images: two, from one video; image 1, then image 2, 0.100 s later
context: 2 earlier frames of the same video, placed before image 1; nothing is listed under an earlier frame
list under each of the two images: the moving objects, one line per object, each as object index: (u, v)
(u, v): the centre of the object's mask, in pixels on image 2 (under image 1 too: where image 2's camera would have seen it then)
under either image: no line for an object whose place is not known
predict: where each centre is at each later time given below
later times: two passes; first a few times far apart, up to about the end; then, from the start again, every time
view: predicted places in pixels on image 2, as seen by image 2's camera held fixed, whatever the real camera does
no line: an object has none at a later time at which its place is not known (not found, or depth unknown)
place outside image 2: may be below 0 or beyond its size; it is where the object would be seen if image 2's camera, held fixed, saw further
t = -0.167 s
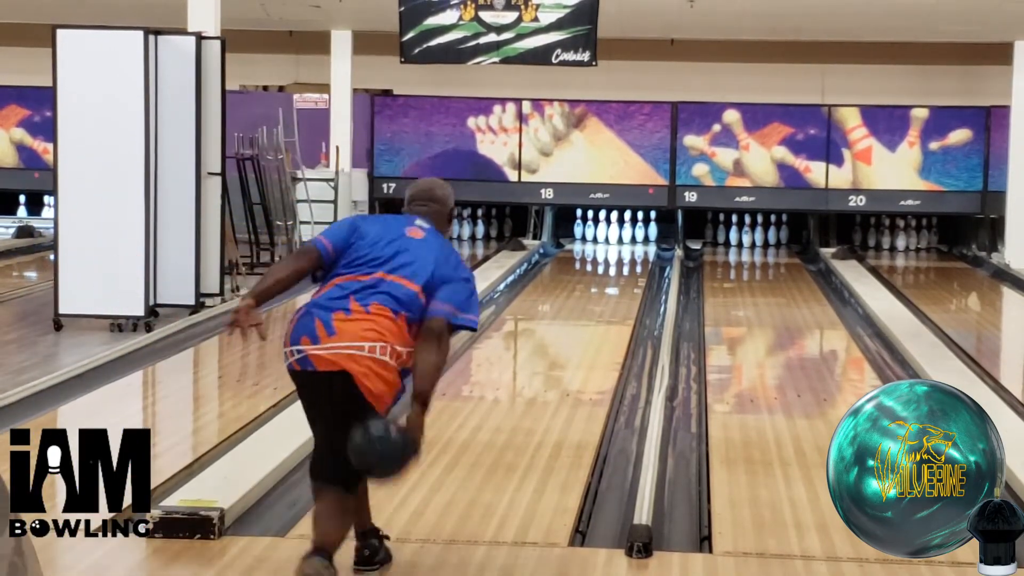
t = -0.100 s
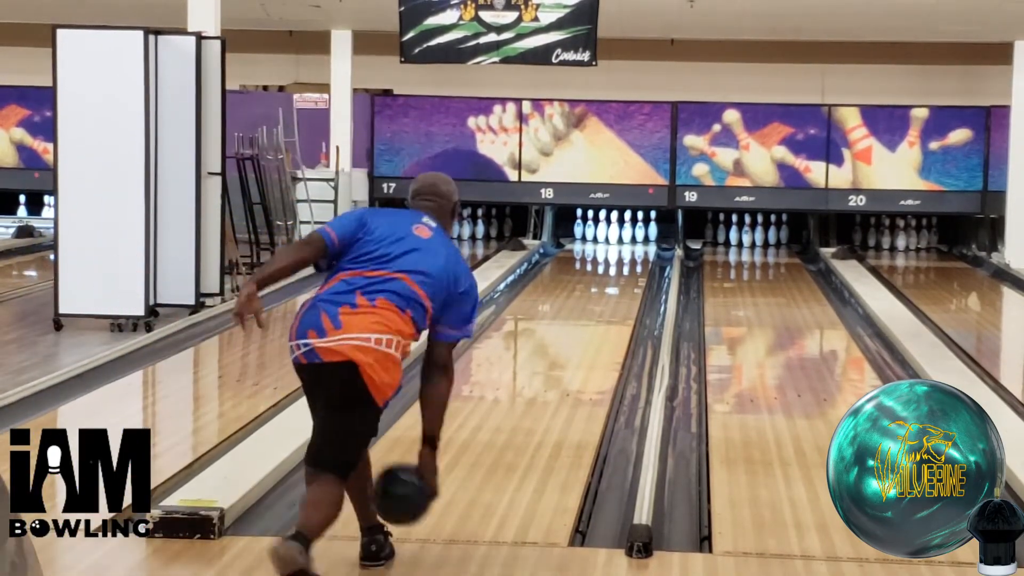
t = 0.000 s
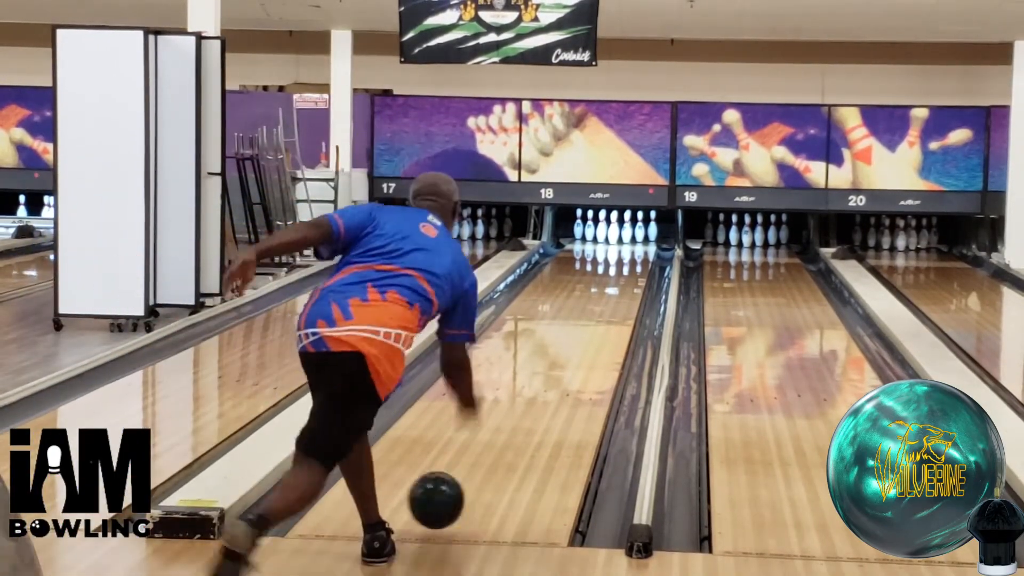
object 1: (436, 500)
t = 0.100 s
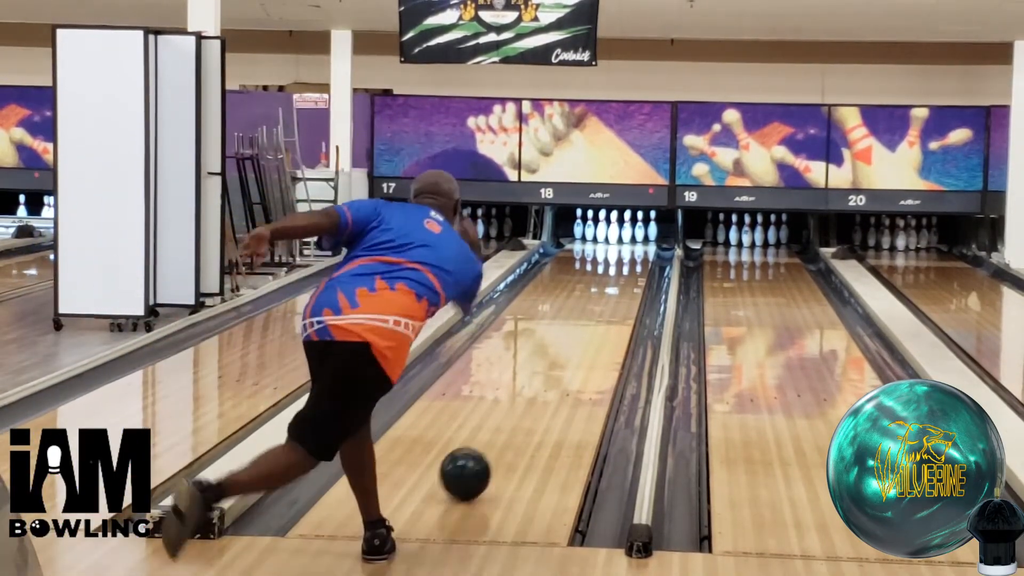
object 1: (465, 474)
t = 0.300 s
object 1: (509, 422)
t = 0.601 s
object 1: (554, 366)
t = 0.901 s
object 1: (584, 328)
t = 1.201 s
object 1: (605, 299)
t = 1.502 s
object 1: (618, 277)
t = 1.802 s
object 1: (627, 261)
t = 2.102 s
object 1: (627, 247)
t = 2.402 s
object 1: (622, 237)
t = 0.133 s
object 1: (474, 464)
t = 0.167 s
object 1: (481, 454)
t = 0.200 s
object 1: (489, 445)
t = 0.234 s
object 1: (496, 437)
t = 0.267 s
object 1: (503, 429)
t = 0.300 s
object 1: (509, 422)
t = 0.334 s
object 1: (515, 414)
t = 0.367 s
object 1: (521, 407)
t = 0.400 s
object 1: (526, 401)
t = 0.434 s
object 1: (531, 394)
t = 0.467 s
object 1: (536, 388)
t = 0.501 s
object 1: (541, 382)
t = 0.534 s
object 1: (546, 376)
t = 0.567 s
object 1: (550, 371)
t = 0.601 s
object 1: (554, 366)
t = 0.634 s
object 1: (558, 362)
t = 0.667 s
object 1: (562, 357)
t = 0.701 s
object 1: (565, 353)
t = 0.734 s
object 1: (569, 348)
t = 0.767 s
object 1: (572, 344)
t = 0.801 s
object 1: (575, 340)
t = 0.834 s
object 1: (578, 335)
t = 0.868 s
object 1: (581, 332)
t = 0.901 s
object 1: (584, 328)
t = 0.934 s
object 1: (587, 324)
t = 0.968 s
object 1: (589, 320)
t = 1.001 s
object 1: (592, 317)
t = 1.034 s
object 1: (594, 314)
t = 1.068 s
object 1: (597, 311)
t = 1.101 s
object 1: (598, 308)
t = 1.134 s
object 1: (601, 305)
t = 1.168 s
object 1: (602, 302)
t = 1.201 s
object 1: (605, 299)
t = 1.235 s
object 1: (606, 296)
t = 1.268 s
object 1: (608, 293)
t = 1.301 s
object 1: (610, 291)
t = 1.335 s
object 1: (611, 288)
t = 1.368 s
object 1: (613, 286)
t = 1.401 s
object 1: (614, 284)
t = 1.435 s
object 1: (616, 281)
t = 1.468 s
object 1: (617, 279)
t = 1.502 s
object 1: (618, 277)
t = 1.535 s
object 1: (619, 275)
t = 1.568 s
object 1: (621, 273)
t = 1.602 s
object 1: (622, 271)
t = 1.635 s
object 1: (623, 269)
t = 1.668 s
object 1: (624, 267)
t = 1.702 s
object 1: (625, 266)
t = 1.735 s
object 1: (625, 264)
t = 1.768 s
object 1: (626, 262)
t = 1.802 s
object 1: (627, 261)
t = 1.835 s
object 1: (627, 259)
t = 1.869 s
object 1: (627, 257)
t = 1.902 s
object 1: (628, 256)
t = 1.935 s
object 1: (628, 254)
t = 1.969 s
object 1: (628, 253)
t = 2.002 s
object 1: (628, 252)
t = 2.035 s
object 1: (628, 250)
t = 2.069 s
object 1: (627, 248)
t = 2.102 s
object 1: (627, 247)
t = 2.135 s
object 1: (627, 246)
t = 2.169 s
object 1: (627, 245)
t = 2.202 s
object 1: (626, 244)
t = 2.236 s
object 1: (626, 243)
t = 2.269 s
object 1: (625, 241)
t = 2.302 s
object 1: (624, 240)
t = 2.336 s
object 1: (624, 239)
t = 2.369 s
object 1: (623, 238)
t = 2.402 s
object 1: (622, 237)
